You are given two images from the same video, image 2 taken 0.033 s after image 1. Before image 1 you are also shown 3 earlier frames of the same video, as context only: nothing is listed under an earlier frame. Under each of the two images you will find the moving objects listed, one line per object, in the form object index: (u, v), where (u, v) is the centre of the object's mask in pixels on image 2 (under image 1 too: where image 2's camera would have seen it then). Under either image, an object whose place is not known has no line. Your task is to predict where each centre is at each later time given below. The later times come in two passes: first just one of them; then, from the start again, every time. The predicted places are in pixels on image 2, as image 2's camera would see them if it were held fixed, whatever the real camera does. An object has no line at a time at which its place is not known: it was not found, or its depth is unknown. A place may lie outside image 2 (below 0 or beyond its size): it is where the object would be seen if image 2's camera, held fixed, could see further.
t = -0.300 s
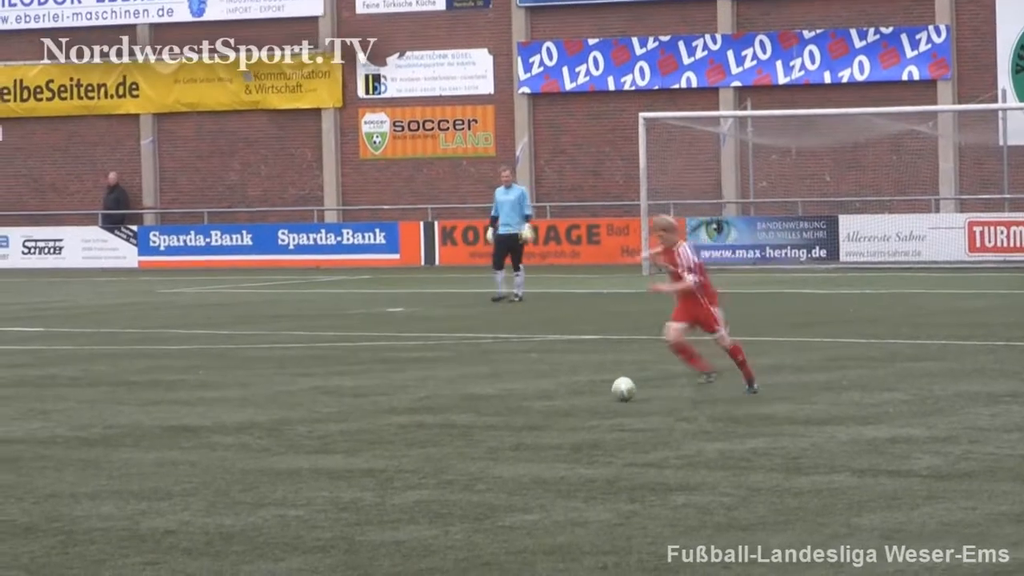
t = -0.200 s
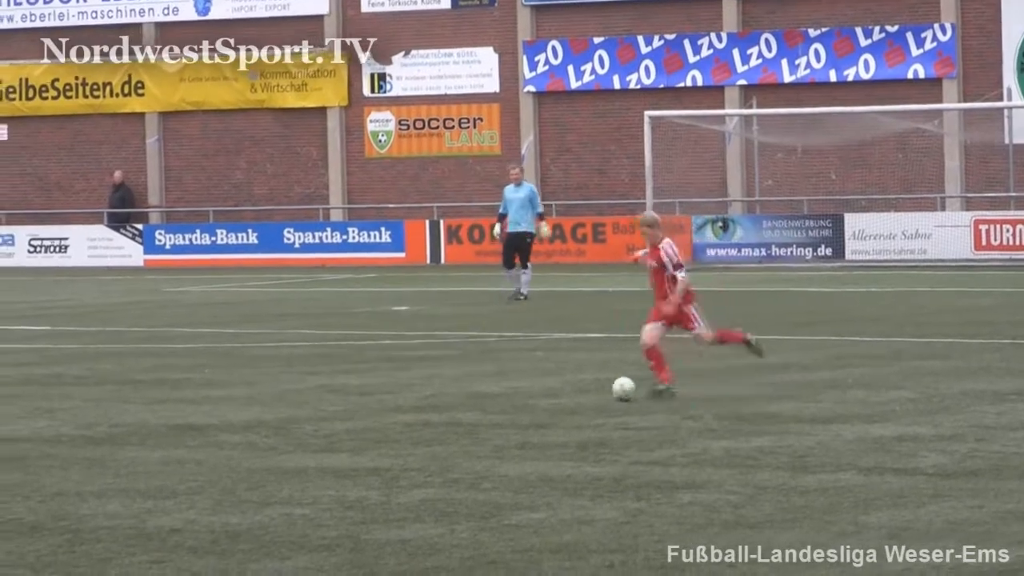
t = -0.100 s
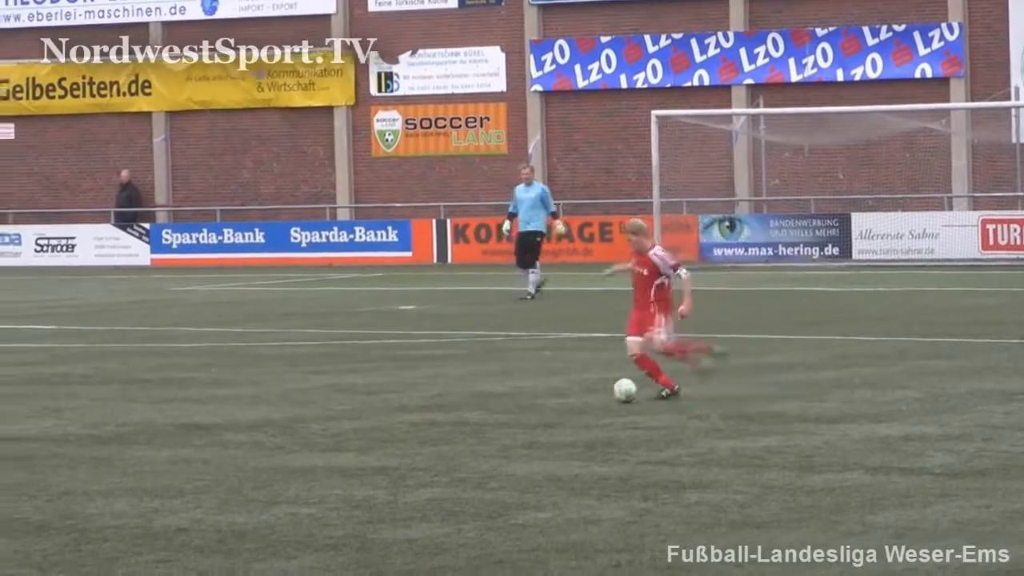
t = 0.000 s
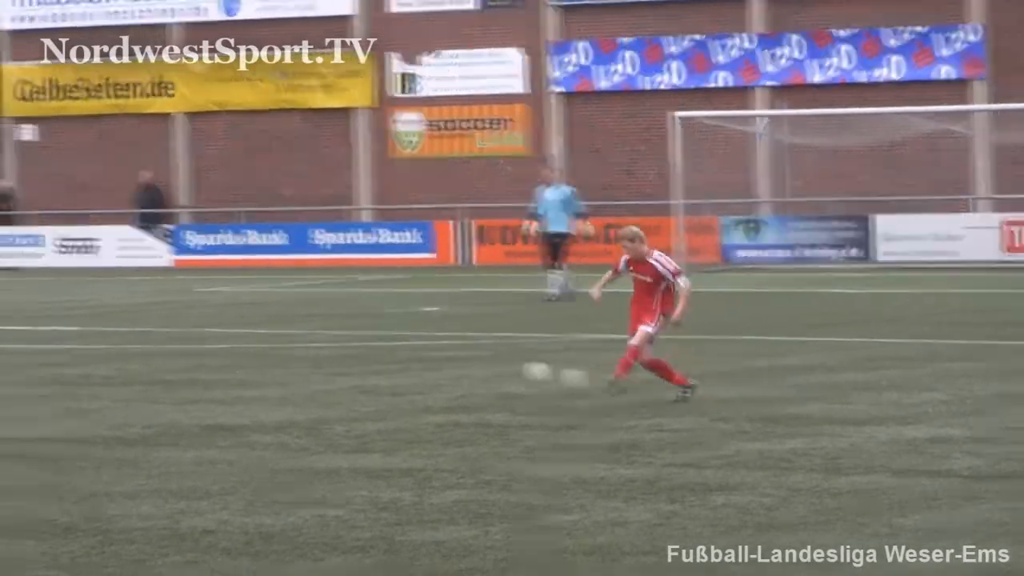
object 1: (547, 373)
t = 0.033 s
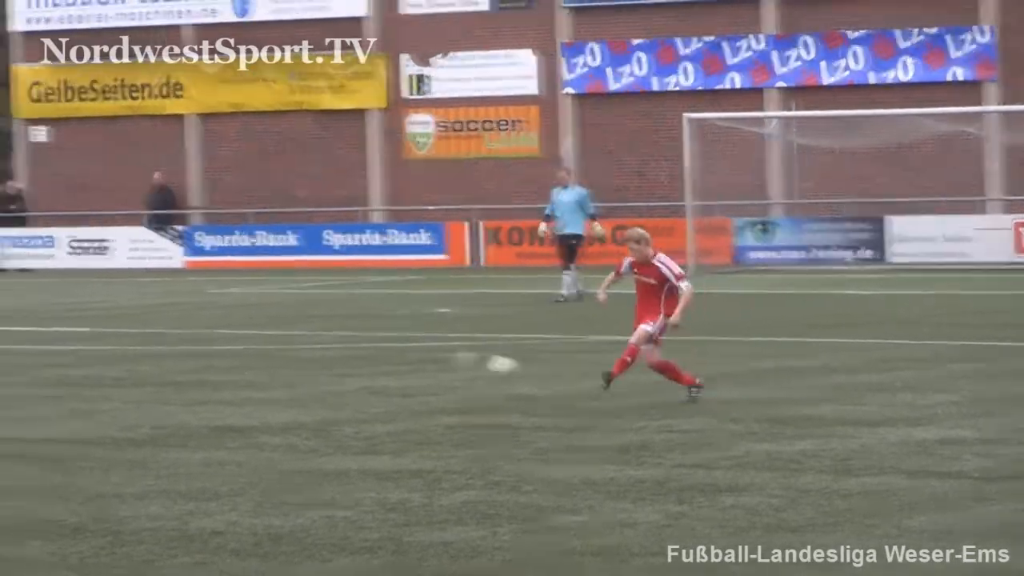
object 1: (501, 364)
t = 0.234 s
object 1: (60, 321)
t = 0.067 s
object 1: (413, 354)
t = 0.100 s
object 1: (326, 343)
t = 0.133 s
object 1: (281, 338)
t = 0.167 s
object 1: (194, 331)
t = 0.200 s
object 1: (119, 324)
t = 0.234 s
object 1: (60, 321)
